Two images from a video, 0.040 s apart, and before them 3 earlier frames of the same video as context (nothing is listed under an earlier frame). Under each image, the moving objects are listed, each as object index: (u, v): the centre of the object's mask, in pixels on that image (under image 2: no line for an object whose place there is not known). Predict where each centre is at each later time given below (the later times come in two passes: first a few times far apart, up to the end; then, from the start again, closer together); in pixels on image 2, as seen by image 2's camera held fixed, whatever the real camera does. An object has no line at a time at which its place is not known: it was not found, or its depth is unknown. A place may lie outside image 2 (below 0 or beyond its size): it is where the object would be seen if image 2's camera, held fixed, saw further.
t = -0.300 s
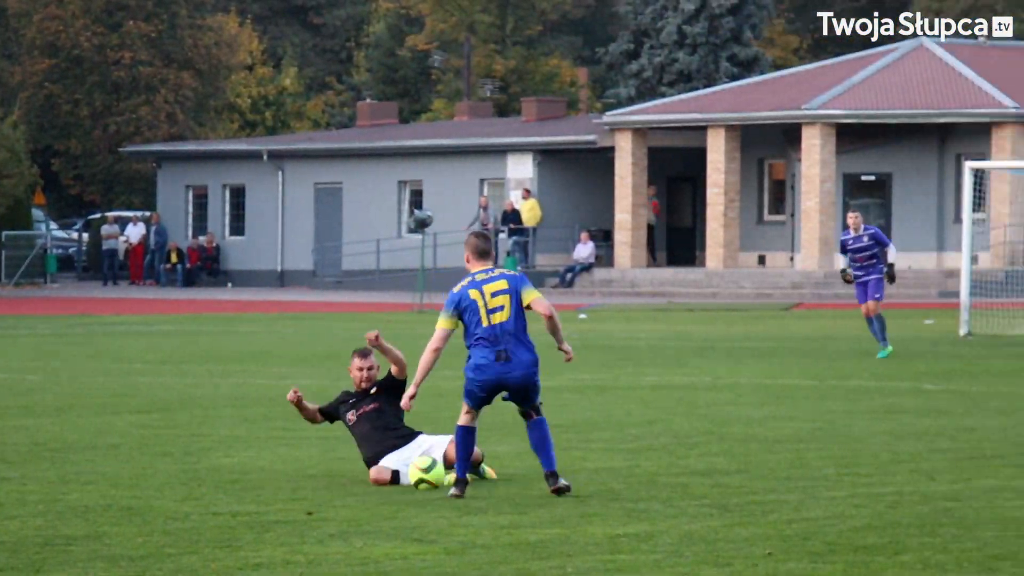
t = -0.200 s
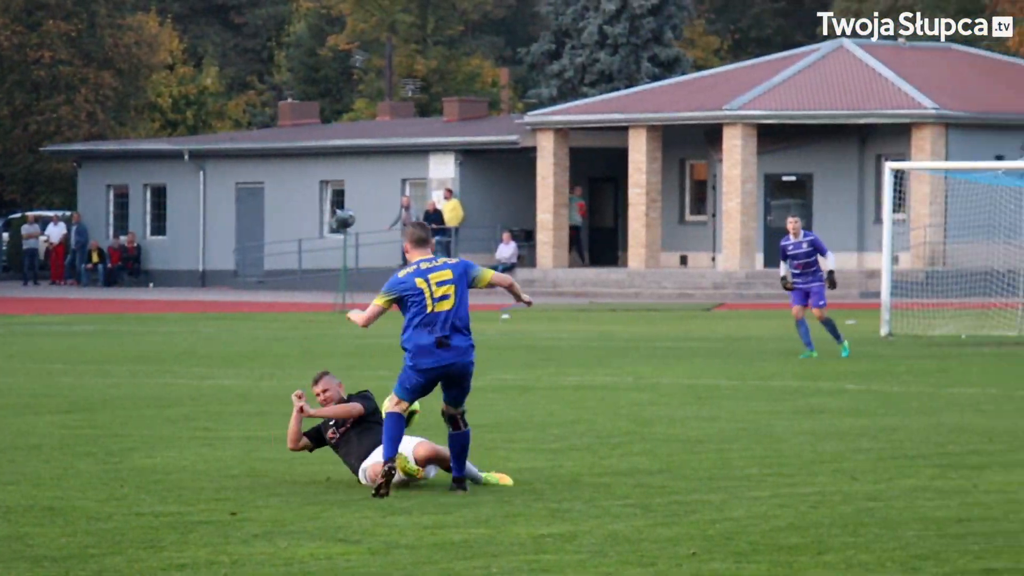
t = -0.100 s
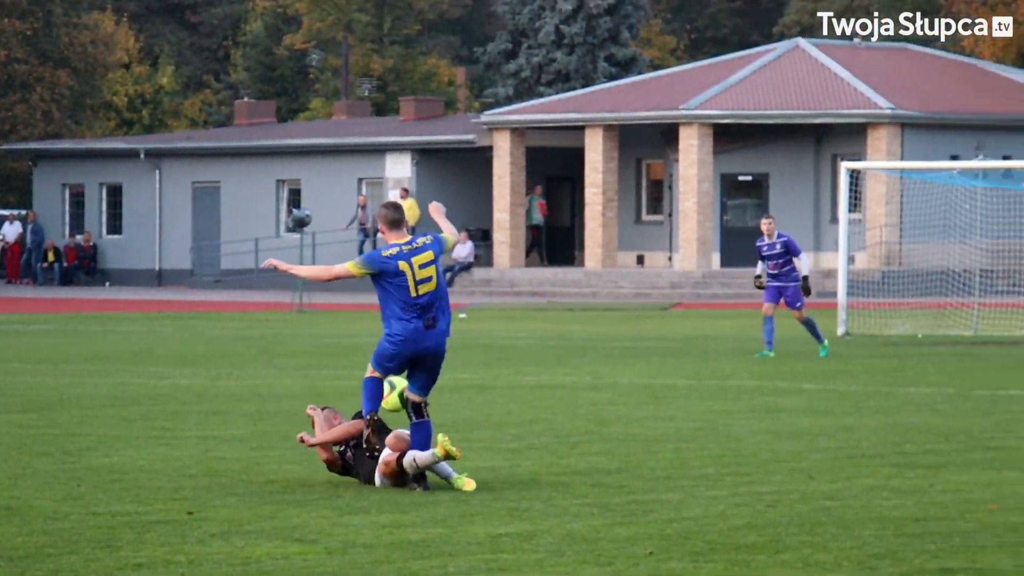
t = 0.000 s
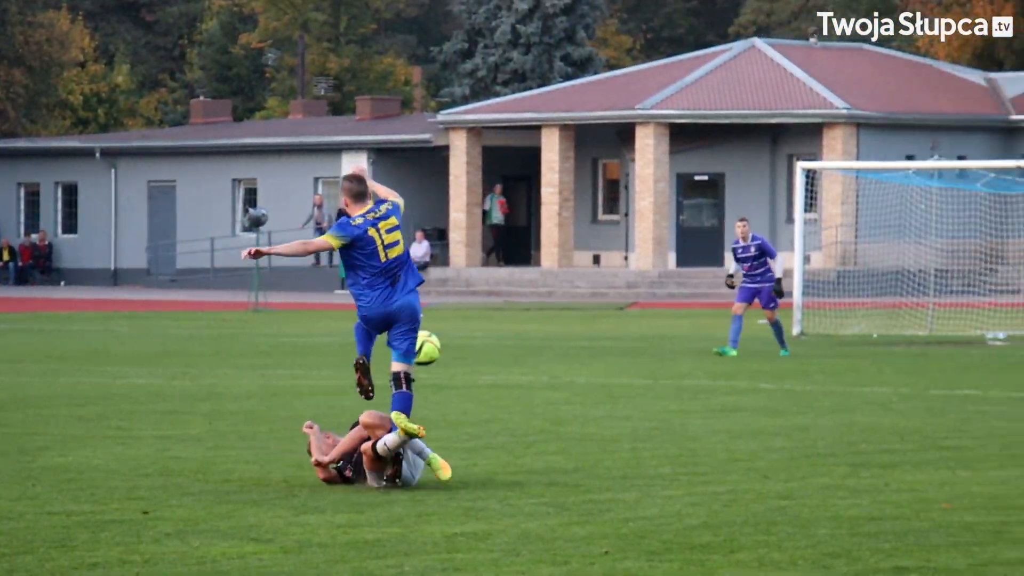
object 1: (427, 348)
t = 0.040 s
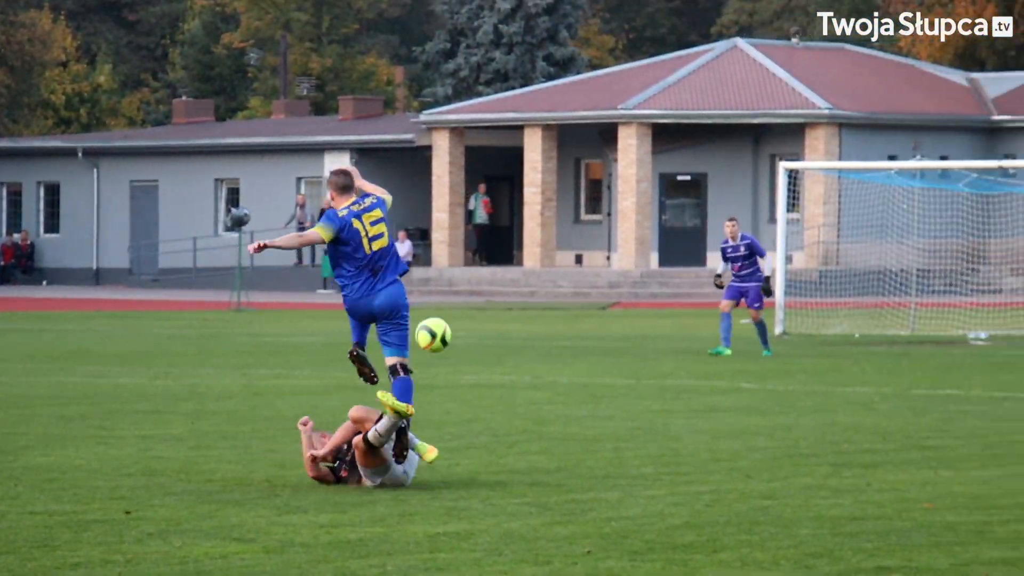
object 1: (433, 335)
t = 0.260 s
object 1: (582, 310)
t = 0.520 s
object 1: (740, 375)
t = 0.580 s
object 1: (773, 402)
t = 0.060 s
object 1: (448, 329)
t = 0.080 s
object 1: (461, 324)
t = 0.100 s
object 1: (475, 319)
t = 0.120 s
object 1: (488, 316)
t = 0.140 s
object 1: (502, 313)
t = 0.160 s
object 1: (516, 311)
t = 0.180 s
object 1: (530, 310)
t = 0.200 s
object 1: (543, 309)
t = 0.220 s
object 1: (556, 308)
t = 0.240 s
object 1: (569, 309)
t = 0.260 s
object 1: (582, 310)
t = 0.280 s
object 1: (595, 312)
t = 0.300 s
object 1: (607, 314)
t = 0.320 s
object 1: (620, 318)
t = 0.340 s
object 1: (632, 321)
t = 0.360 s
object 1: (645, 325)
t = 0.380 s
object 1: (657, 329)
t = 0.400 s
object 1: (669, 334)
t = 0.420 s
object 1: (681, 340)
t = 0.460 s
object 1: (705, 352)
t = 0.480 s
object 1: (717, 360)
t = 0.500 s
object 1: (728, 367)
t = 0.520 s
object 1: (740, 375)
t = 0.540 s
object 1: (751, 383)
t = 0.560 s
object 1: (762, 392)
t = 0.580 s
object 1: (773, 402)
